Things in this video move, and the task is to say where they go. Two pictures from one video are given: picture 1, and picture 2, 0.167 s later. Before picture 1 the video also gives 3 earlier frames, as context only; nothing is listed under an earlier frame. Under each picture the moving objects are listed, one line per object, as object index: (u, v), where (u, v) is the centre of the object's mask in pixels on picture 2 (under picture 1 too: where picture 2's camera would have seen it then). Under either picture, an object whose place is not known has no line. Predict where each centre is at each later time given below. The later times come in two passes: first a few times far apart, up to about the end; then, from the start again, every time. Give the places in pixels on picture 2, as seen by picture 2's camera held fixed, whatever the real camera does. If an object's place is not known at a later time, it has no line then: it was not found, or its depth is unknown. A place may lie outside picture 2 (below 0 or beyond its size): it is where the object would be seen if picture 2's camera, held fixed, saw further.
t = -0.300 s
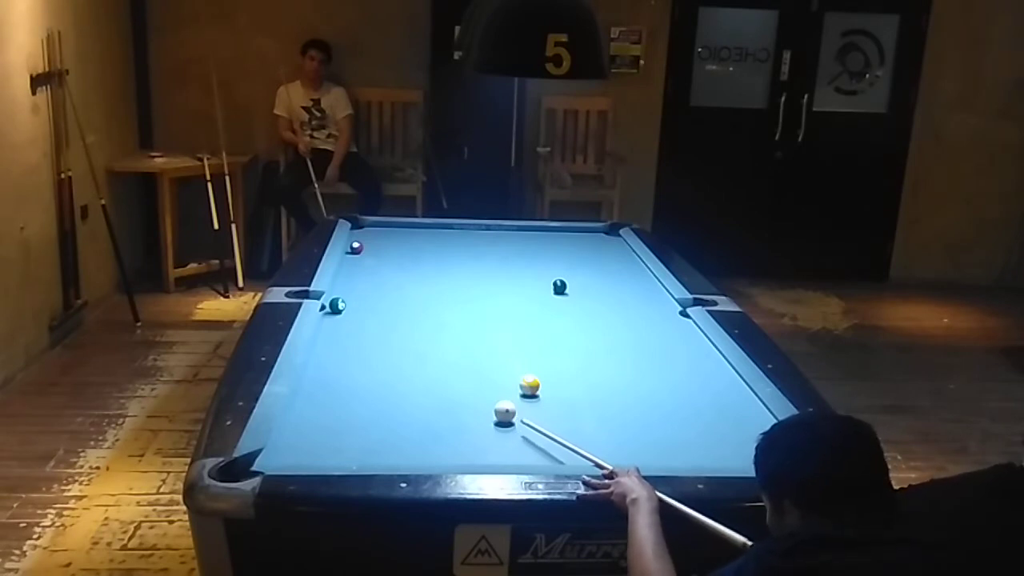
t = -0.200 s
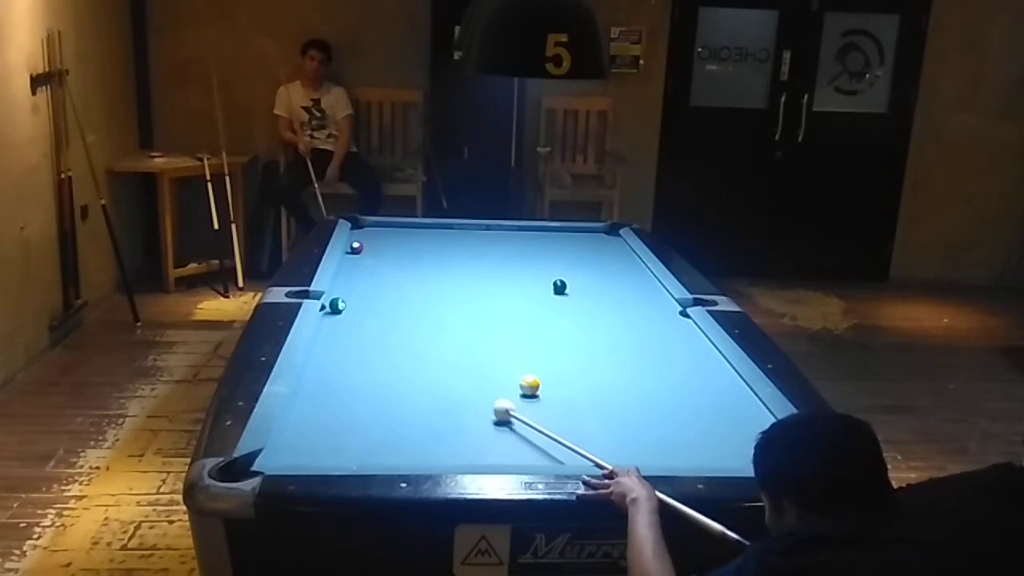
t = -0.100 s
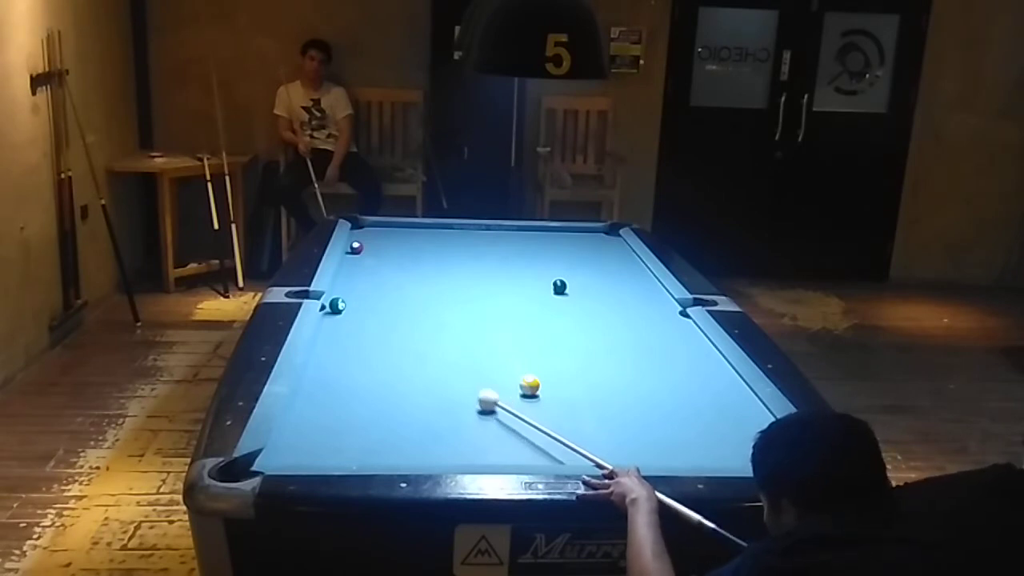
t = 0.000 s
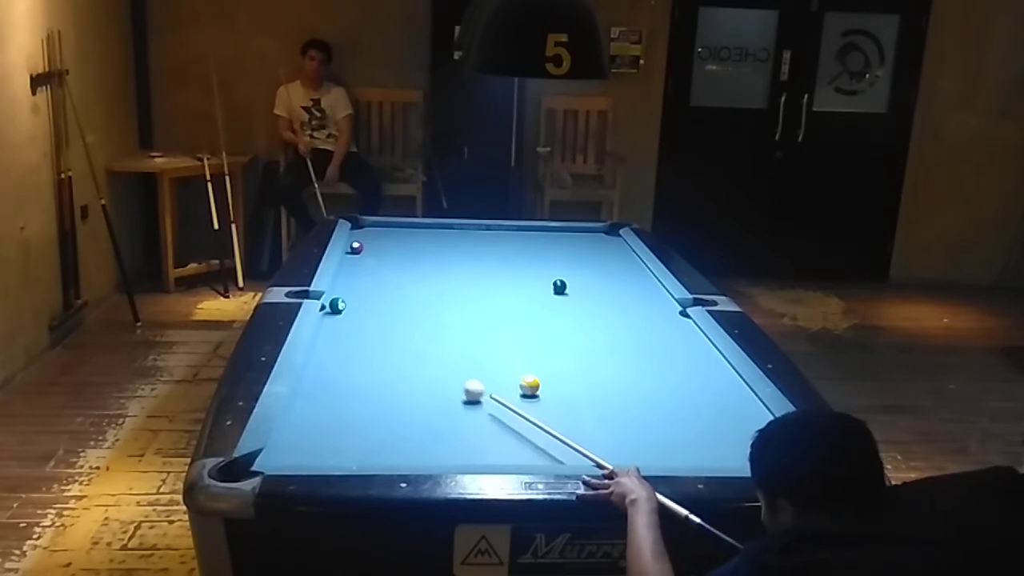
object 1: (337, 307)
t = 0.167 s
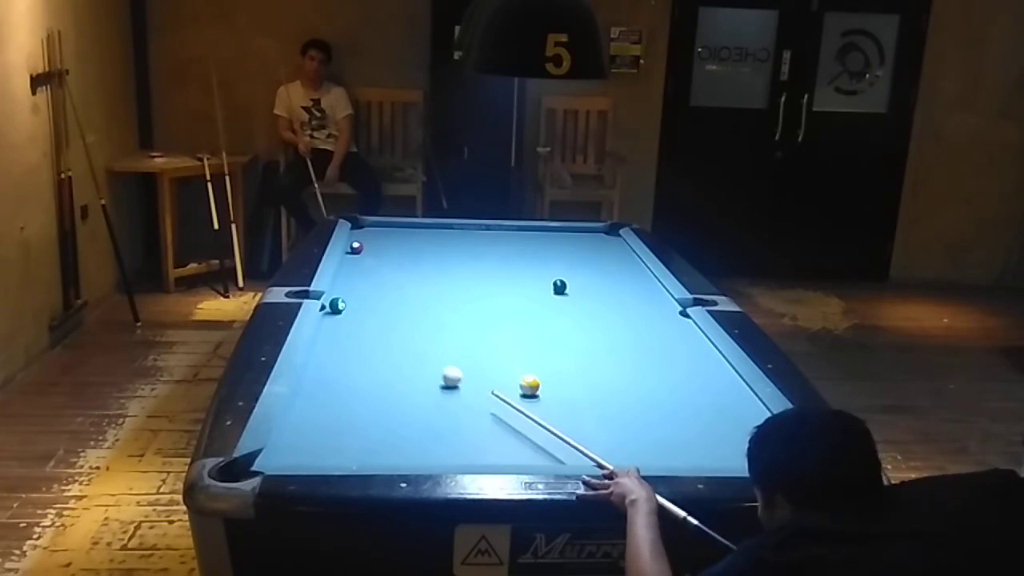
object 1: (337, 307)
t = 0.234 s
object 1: (337, 307)
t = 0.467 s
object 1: (337, 307)
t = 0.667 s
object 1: (337, 307)
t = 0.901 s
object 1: (337, 307)
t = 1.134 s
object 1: (337, 307)
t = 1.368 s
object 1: (328, 303)
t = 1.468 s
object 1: (325, 303)
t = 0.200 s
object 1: (337, 307)
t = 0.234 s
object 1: (337, 307)
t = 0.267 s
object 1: (337, 307)
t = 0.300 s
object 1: (337, 307)
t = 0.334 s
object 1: (337, 307)
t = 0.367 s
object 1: (337, 307)
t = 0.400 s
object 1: (337, 307)
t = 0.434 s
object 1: (337, 307)
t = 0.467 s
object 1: (337, 307)
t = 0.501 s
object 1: (337, 307)
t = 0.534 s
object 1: (337, 307)
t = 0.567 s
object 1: (337, 307)
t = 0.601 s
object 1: (337, 307)
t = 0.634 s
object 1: (337, 307)
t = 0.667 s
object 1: (337, 307)
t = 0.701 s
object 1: (337, 307)
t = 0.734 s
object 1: (337, 307)
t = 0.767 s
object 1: (337, 307)
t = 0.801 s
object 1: (337, 307)
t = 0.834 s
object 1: (337, 307)
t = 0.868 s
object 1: (337, 307)
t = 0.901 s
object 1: (337, 307)
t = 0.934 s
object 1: (337, 307)
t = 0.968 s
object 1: (337, 307)
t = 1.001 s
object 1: (337, 307)
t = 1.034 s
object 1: (337, 307)
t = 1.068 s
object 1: (337, 307)
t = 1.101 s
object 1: (337, 307)
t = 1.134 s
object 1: (337, 307)
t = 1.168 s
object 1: (336, 307)
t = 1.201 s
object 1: (336, 307)
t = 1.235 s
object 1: (336, 306)
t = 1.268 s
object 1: (335, 306)
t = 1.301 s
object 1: (333, 305)
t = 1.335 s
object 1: (330, 304)
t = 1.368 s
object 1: (328, 303)
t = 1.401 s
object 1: (327, 302)
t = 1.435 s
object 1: (326, 302)
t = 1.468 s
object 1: (325, 303)
